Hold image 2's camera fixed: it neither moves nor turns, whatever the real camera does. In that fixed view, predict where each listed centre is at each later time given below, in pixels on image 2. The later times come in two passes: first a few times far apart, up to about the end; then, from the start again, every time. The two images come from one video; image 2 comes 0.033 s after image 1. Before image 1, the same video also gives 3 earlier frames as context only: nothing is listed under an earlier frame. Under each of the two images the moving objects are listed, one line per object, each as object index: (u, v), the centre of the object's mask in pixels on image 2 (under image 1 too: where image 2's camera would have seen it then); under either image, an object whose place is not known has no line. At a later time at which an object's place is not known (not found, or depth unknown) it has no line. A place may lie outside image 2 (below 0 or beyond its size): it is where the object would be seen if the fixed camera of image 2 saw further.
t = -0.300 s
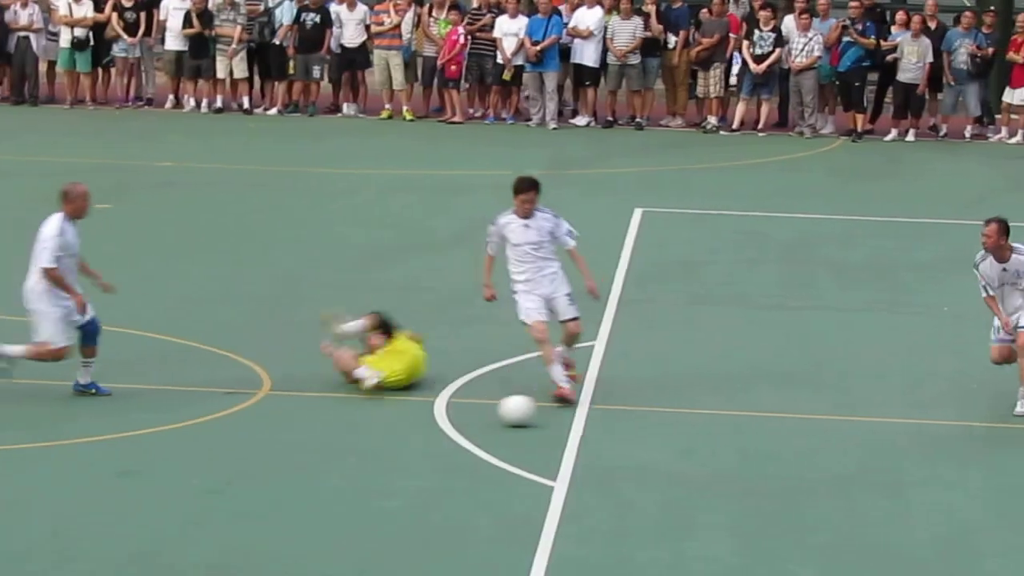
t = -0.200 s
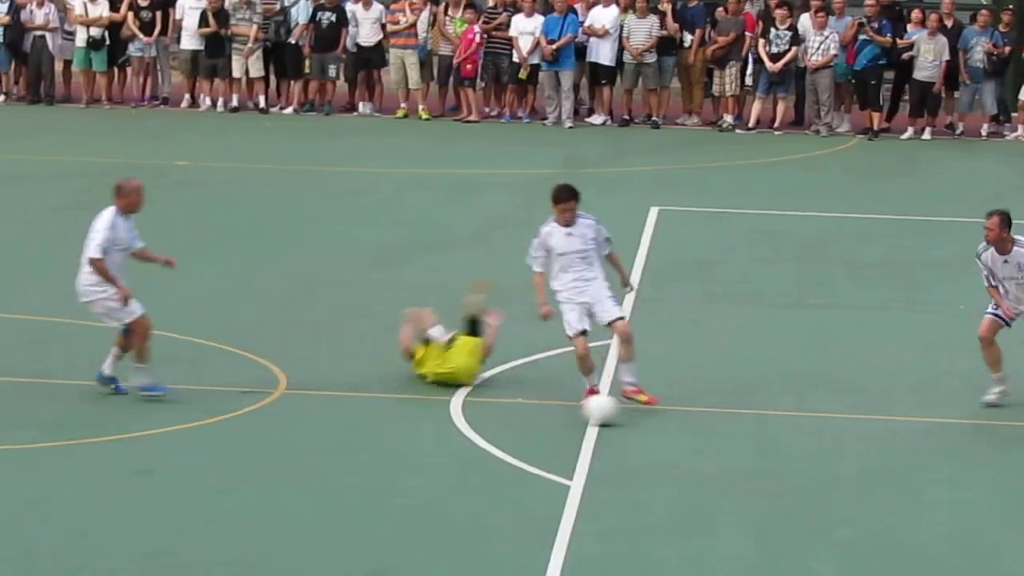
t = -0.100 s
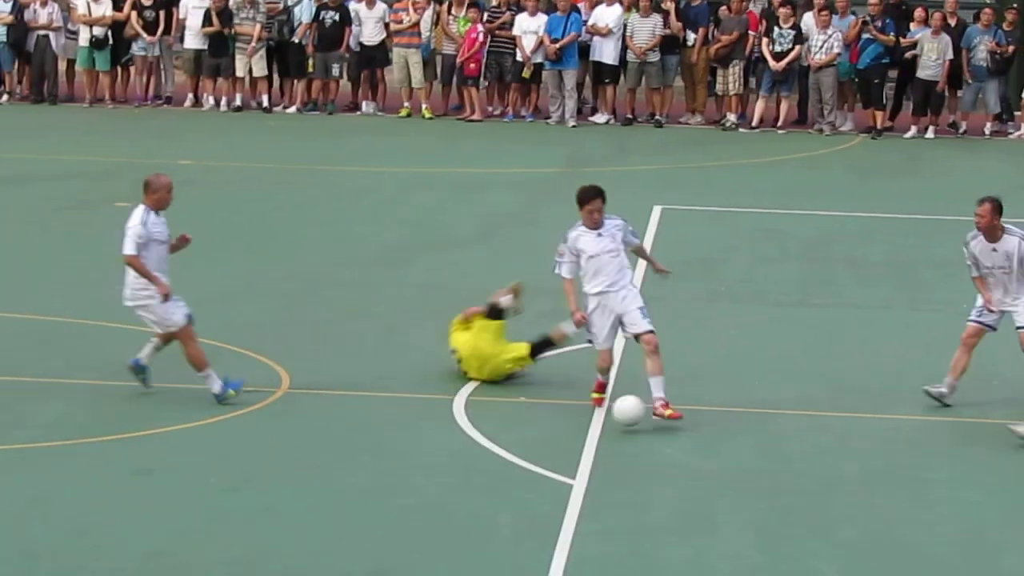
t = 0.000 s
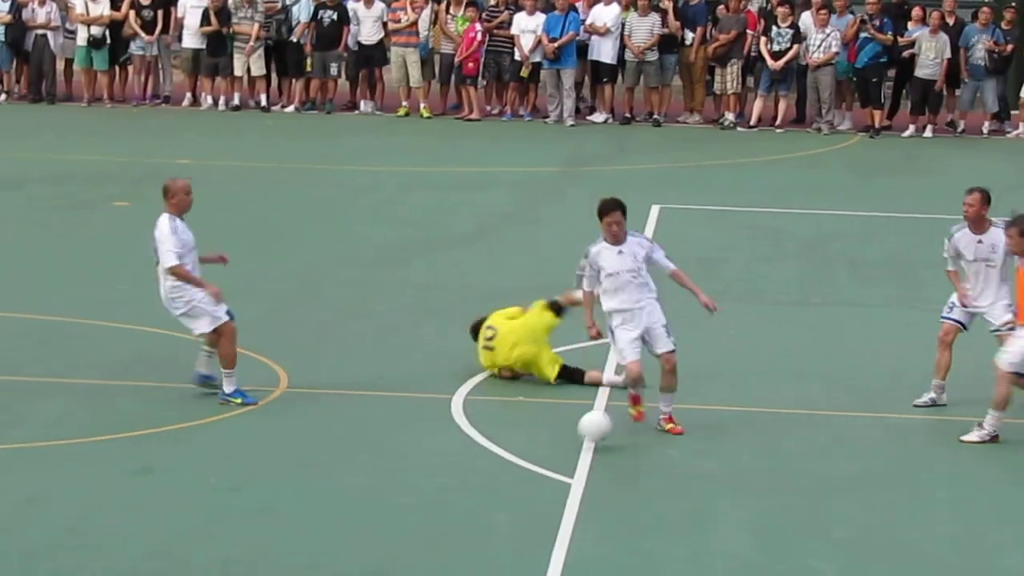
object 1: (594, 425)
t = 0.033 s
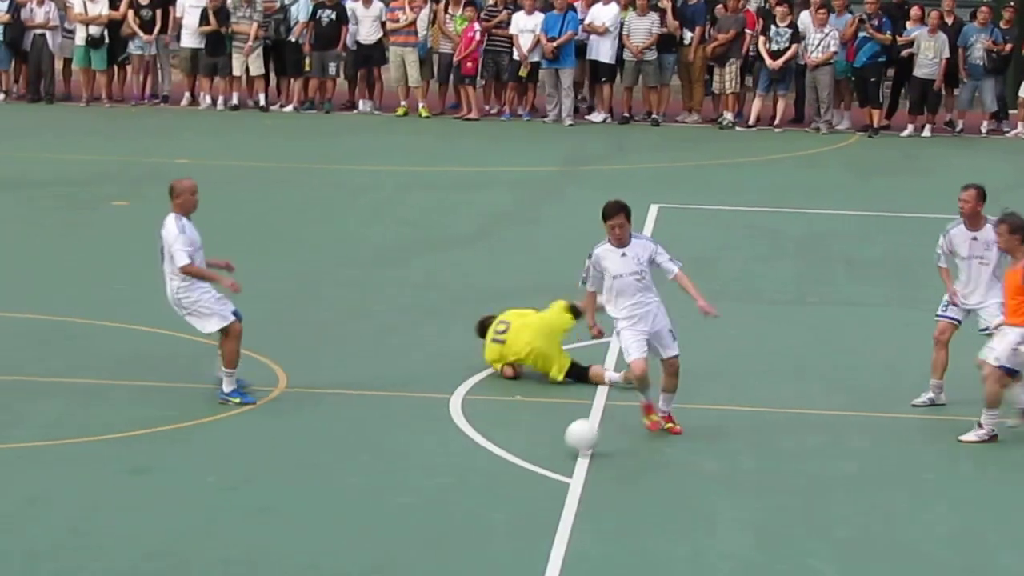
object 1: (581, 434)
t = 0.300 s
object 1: (503, 482)
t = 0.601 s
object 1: (437, 527)
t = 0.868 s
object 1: (402, 564)
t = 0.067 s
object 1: (570, 445)
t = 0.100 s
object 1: (561, 449)
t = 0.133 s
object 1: (552, 451)
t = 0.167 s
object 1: (543, 456)
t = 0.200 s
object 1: (532, 463)
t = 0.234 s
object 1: (521, 473)
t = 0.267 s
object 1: (511, 479)
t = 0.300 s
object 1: (503, 482)
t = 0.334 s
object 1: (494, 486)
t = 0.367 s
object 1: (485, 493)
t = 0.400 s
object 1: (476, 501)
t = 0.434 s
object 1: (469, 504)
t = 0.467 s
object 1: (462, 507)
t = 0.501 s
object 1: (455, 513)
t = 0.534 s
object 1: (448, 521)
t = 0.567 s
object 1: (442, 523)
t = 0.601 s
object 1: (437, 527)
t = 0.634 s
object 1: (432, 533)
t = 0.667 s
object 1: (426, 539)
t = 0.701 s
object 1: (422, 542)
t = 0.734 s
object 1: (416, 546)
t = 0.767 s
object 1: (409, 553)
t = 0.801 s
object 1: (404, 560)
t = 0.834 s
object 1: (400, 561)
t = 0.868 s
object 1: (402, 564)
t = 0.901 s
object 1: (396, 568)
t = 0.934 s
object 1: (380, 571)
